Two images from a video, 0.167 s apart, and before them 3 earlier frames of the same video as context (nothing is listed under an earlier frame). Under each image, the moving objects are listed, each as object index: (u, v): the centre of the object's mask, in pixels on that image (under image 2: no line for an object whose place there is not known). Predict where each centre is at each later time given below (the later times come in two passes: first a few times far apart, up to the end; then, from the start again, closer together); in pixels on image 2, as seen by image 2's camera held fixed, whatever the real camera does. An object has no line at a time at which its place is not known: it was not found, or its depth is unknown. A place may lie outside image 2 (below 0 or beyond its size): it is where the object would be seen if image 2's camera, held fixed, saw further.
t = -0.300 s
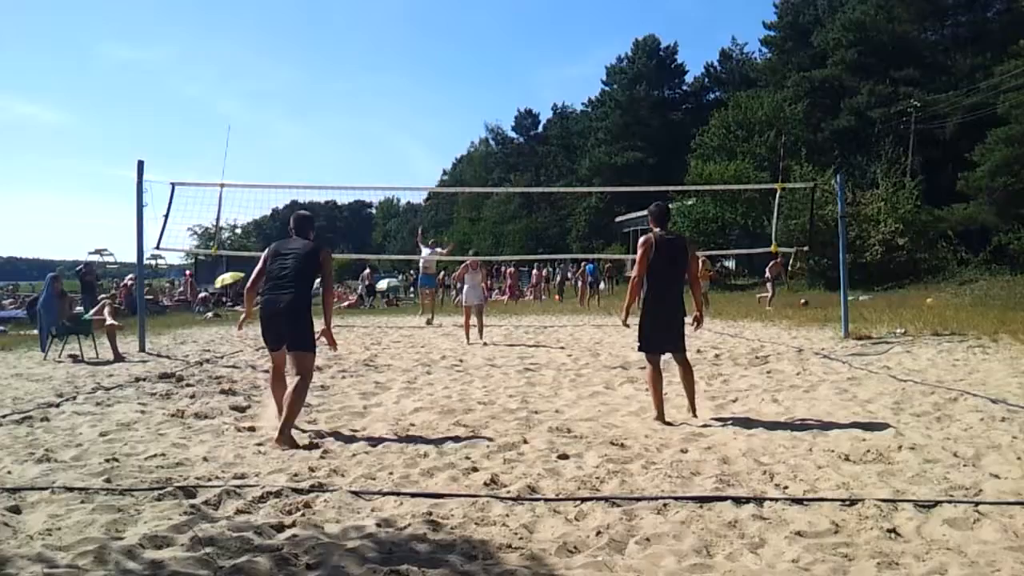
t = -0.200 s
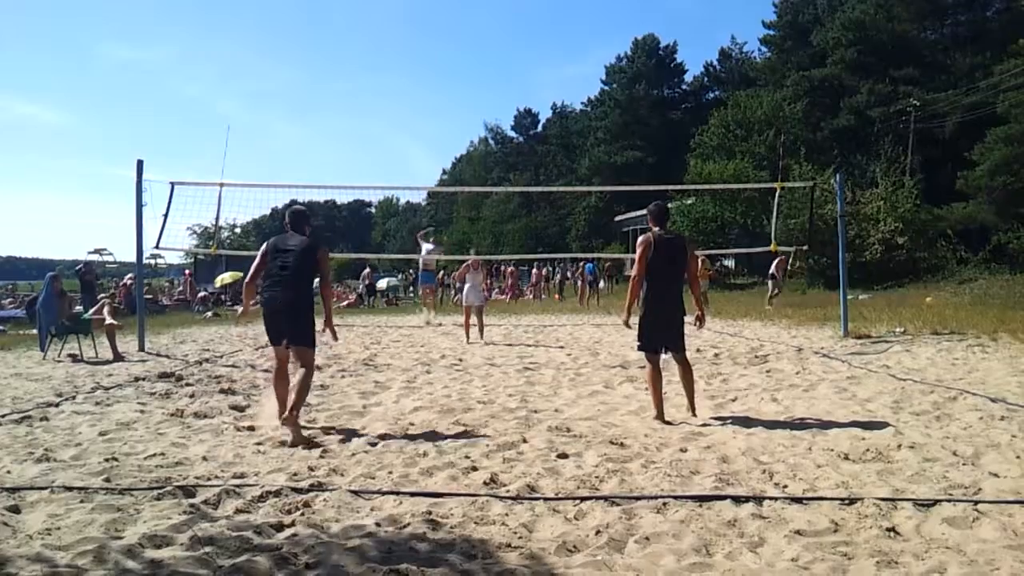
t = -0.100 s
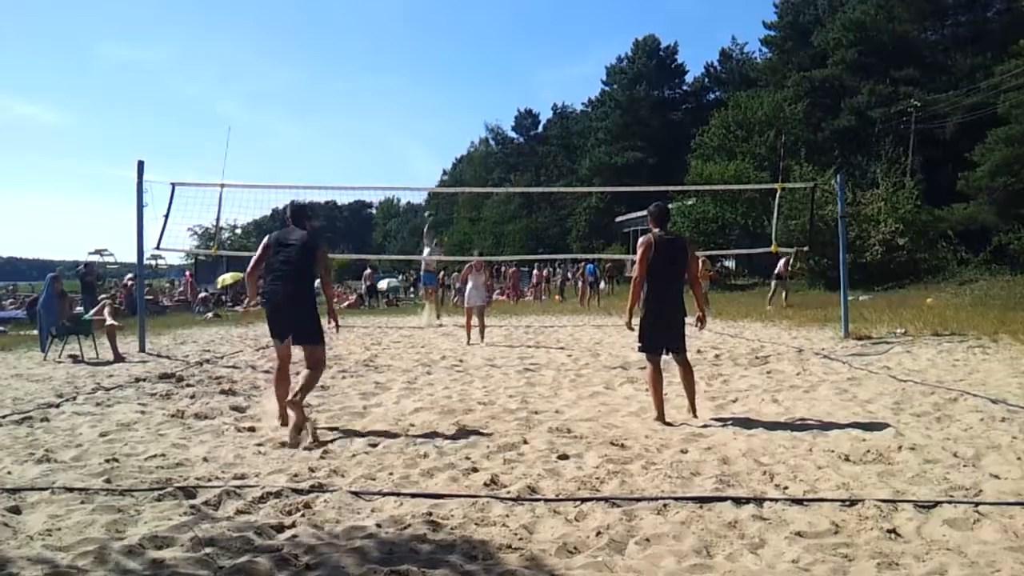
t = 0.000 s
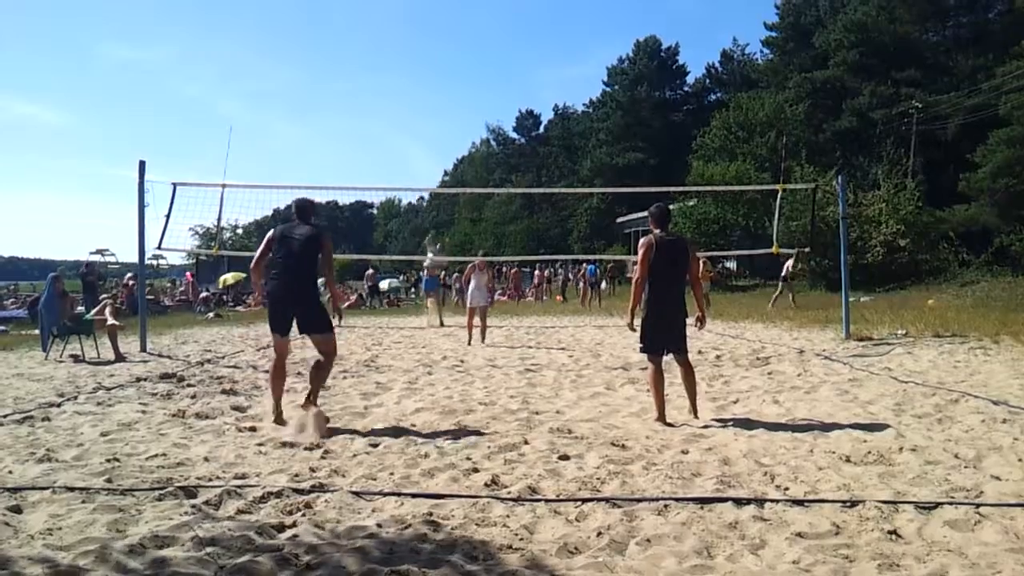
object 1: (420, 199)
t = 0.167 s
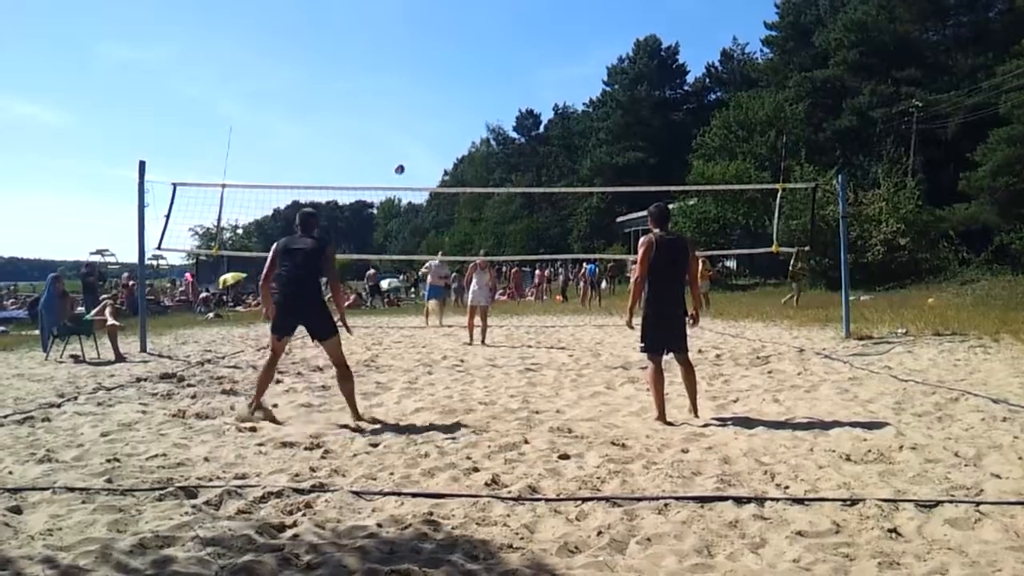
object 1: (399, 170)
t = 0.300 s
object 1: (379, 147)
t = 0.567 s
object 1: (322, 118)
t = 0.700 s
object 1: (277, 118)
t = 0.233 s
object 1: (390, 158)
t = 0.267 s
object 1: (384, 152)
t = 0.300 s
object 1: (379, 147)
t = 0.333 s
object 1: (374, 142)
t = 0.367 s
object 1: (367, 137)
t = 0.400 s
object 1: (361, 132)
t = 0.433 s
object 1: (354, 129)
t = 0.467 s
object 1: (347, 125)
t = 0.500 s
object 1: (339, 122)
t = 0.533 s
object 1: (331, 120)
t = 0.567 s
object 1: (322, 118)
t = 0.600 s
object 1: (312, 117)
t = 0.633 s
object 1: (301, 116)
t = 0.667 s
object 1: (289, 117)
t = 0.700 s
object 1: (277, 118)
